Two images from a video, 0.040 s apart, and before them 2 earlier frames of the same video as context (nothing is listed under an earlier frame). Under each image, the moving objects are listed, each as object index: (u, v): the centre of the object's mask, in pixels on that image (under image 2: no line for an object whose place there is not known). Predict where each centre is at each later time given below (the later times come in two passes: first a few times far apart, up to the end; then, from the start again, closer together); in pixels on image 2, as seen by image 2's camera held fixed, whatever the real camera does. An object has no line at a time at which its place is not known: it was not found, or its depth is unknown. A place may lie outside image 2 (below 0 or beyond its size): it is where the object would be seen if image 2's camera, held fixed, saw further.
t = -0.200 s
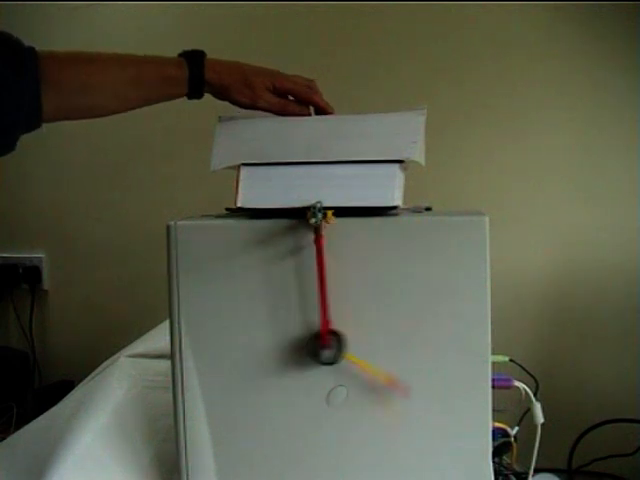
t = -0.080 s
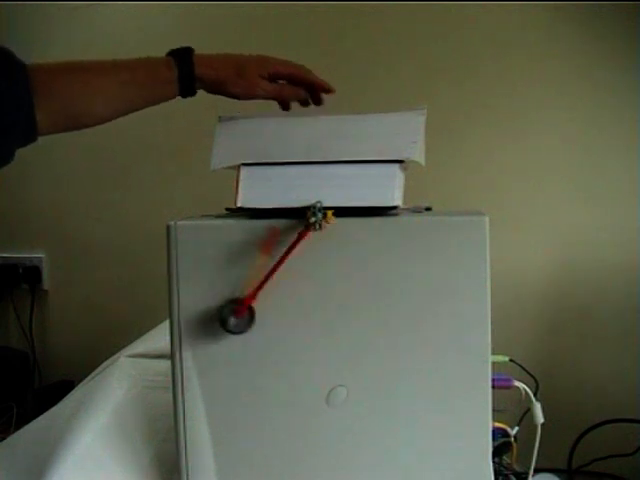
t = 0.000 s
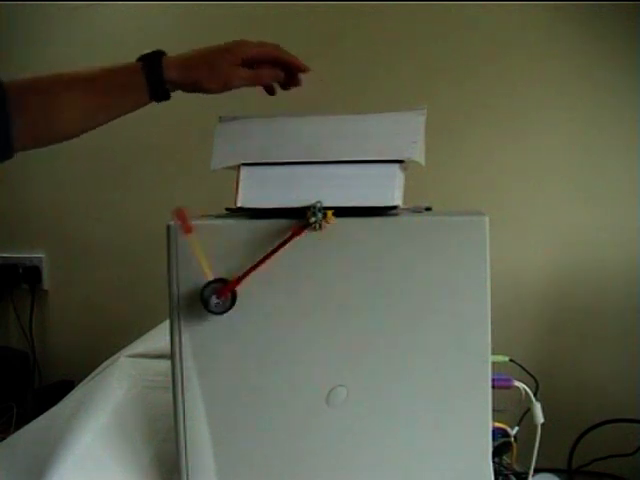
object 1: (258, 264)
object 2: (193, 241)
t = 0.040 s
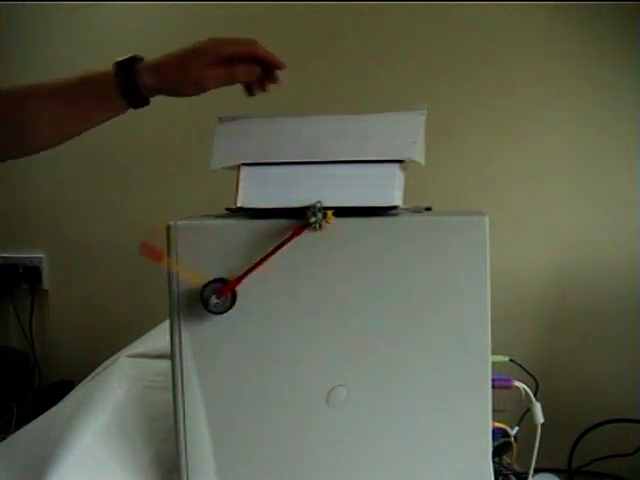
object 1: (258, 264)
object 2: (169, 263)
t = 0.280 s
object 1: (343, 291)
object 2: (400, 382)
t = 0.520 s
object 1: (381, 262)
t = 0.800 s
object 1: (270, 276)
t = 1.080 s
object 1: (314, 295)
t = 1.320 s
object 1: (366, 278)
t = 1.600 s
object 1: (283, 285)
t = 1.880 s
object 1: (304, 293)
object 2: (315, 397)
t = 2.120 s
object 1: (367, 276)
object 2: (459, 307)
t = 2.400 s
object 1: (298, 293)
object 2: (259, 393)
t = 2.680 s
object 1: (290, 288)
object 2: (231, 380)
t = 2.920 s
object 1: (362, 281)
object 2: (445, 350)
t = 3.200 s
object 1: (317, 295)
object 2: (344, 400)
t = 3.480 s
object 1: (286, 287)
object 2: (212, 311)
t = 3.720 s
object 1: (339, 293)
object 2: (411, 355)
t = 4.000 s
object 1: (341, 291)
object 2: (382, 394)
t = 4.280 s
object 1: (279, 284)
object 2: (218, 372)
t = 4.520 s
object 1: (329, 294)
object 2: (341, 403)
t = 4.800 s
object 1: (348, 289)
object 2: (419, 370)
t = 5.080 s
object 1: (289, 288)
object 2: (218, 362)
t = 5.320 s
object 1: (314, 296)
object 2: (300, 403)
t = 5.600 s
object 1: (352, 288)
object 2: (424, 367)
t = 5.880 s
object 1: (296, 291)
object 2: (252, 391)
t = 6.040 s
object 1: (289, 289)
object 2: (242, 387)
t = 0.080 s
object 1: (260, 268)
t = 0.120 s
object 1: (267, 273)
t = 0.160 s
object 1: (278, 282)
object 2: (255, 385)
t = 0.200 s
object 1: (295, 291)
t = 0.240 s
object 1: (319, 295)
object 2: (362, 388)
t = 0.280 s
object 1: (343, 291)
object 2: (400, 382)
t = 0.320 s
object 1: (363, 281)
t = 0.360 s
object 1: (377, 268)
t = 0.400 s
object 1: (385, 258)
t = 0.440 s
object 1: (387, 253)
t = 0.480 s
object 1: (386, 255)
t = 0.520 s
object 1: (381, 262)
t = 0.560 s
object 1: (371, 273)
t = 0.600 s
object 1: (355, 286)
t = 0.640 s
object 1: (334, 294)
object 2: (397, 374)
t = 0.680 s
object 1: (312, 296)
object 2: (349, 388)
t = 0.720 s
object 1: (292, 291)
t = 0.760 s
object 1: (278, 283)
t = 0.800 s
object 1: (270, 276)
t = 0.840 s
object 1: (264, 271)
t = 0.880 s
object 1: (262, 269)
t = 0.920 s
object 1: (264, 271)
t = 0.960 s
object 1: (269, 276)
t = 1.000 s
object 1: (279, 283)
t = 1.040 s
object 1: (295, 290)
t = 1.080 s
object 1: (314, 295)
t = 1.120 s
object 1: (335, 293)
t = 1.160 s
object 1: (353, 287)
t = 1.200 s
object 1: (364, 279)
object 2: (355, 373)
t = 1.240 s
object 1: (369, 275)
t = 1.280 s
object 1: (368, 276)
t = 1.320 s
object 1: (366, 278)
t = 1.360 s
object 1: (361, 281)
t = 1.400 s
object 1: (355, 285)
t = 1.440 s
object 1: (344, 290)
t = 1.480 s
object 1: (330, 293)
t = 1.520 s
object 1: (310, 294)
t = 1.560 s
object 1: (294, 290)
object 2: (326, 375)
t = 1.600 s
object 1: (283, 285)
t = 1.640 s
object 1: (277, 282)
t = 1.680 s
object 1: (275, 281)
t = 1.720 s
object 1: (276, 282)
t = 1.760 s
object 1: (281, 285)
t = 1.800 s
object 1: (288, 288)
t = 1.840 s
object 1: (295, 291)
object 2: (247, 391)
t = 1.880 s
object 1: (304, 293)
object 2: (315, 397)
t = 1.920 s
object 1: (316, 295)
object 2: (370, 369)
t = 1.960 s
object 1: (331, 294)
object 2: (399, 335)
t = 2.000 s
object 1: (346, 290)
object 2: (418, 310)
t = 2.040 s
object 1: (357, 284)
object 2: (434, 297)
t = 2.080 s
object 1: (364, 279)
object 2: (450, 295)
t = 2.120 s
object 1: (367, 276)
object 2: (459, 307)
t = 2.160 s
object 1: (368, 275)
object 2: (456, 328)
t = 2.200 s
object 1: (365, 278)
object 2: (443, 359)
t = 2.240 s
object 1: (358, 282)
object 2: (408, 381)
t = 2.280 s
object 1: (348, 288)
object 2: (366, 396)
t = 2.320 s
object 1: (333, 293)
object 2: (324, 400)
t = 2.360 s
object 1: (316, 296)
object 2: (288, 398)
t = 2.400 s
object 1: (298, 293)
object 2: (259, 393)
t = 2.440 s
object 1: (285, 287)
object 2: (238, 385)
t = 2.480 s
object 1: (275, 280)
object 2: (223, 376)
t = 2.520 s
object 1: (270, 275)
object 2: (214, 370)
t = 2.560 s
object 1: (269, 275)
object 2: (209, 366)
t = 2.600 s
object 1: (272, 277)
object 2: (209, 368)
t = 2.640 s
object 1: (279, 282)
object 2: (216, 373)
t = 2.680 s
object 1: (290, 288)
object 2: (231, 380)
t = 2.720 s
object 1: (304, 293)
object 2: (257, 388)
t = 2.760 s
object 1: (320, 294)
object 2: (291, 394)
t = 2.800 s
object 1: (335, 293)
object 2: (334, 400)
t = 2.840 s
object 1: (348, 290)
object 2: (379, 395)
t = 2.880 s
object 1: (356, 284)
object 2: (420, 377)
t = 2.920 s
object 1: (362, 281)
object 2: (445, 350)
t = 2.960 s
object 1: (364, 279)
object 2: (453, 326)
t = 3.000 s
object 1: (363, 280)
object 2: (452, 314)
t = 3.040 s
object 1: (359, 283)
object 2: (444, 312)
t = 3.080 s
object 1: (352, 287)
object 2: (432, 322)
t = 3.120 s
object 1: (341, 291)
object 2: (415, 343)
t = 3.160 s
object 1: (329, 294)
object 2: (388, 372)
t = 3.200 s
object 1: (317, 295)
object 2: (344, 400)
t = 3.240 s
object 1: (307, 294)
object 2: (287, 403)
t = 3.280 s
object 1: (298, 292)
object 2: (236, 377)
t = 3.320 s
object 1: (291, 289)
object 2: (214, 342)
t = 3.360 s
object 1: (285, 286)
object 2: (208, 317)
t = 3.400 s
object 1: (282, 285)
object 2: (206, 304)
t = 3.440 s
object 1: (283, 285)
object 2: (207, 302)
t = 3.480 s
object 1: (286, 287)
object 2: (212, 311)
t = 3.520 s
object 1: (293, 290)
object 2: (219, 331)
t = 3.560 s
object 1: (302, 293)
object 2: (237, 362)
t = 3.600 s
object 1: (311, 295)
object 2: (274, 394)
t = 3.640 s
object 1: (320, 295)
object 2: (332, 406)
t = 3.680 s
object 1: (329, 293)
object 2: (381, 386)
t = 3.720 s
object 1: (339, 293)
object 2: (411, 355)
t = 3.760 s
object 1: (347, 289)
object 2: (426, 331)
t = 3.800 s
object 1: (354, 286)
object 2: (435, 317)
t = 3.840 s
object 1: (357, 284)
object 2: (440, 315)
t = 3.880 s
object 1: (357, 285)
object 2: (442, 324)
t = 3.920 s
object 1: (354, 286)
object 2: (436, 344)
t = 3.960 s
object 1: (349, 288)
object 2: (416, 369)
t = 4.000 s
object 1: (341, 291)
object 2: (382, 394)
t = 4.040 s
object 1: (332, 293)
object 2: (337, 403)
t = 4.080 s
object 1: (321, 295)
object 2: (293, 398)
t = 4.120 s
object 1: (309, 294)
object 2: (260, 385)
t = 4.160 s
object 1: (298, 291)
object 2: (237, 375)
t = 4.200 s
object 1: (288, 289)
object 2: (222, 370)
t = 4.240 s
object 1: (282, 286)
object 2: (216, 369)
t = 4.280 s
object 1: (279, 284)
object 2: (218, 372)
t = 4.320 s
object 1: (280, 284)
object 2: (228, 377)
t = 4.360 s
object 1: (284, 286)
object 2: (243, 385)
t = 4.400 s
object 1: (292, 289)
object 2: (263, 394)
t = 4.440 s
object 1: (302, 293)
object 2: (287, 400)
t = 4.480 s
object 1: (315, 294)
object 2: (314, 403)
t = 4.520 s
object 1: (329, 294)
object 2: (341, 403)
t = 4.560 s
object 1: (341, 292)
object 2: (368, 398)
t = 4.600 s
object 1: (350, 288)
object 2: (392, 389)
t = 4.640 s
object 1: (356, 285)
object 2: (411, 380)
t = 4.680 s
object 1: (359, 283)
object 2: (425, 373)
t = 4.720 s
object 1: (359, 283)
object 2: (431, 368)
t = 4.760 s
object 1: (355, 286)
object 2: (429, 366)
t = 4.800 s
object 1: (348, 289)
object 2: (419, 370)
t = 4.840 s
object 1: (339, 292)
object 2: (400, 378)
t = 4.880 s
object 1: (328, 294)
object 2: (374, 390)
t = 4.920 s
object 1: (317, 295)
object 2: (340, 400)
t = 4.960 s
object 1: (307, 294)
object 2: (301, 405)
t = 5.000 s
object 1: (299, 292)
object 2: (263, 394)
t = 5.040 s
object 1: (293, 290)
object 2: (233, 378)
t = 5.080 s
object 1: (289, 288)
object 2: (218, 362)
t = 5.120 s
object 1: (287, 288)
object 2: (209, 352)
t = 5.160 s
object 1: (288, 288)
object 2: (211, 351)
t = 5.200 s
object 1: (292, 289)
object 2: (217, 358)
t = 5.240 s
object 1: (298, 291)
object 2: (231, 375)
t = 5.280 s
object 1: (305, 294)
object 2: (262, 391)
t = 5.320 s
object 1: (314, 296)
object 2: (300, 403)
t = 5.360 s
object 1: (323, 295)
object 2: (342, 403)
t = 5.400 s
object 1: (332, 295)
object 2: (378, 390)
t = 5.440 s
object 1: (340, 292)
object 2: (404, 375)
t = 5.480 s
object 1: (347, 290)
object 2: (420, 362)
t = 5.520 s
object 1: (351, 288)
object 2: (429, 357)
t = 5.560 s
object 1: (353, 288)
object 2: (431, 359)
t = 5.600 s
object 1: (352, 288)
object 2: (424, 367)
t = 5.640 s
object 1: (349, 289)
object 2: (410, 382)
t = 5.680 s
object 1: (343, 291)
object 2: (385, 392)
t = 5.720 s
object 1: (335, 293)
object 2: (355, 401)
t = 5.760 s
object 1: (325, 295)
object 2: (323, 404)
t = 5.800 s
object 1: (315, 295)
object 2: (294, 402)
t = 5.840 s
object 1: (305, 293)
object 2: (270, 396)
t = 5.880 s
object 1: (296, 291)
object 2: (252, 391)
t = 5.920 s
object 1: (290, 289)
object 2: (241, 387)
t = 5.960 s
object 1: (287, 288)
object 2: (235, 384)
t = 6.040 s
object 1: (289, 289)
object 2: (242, 387)
